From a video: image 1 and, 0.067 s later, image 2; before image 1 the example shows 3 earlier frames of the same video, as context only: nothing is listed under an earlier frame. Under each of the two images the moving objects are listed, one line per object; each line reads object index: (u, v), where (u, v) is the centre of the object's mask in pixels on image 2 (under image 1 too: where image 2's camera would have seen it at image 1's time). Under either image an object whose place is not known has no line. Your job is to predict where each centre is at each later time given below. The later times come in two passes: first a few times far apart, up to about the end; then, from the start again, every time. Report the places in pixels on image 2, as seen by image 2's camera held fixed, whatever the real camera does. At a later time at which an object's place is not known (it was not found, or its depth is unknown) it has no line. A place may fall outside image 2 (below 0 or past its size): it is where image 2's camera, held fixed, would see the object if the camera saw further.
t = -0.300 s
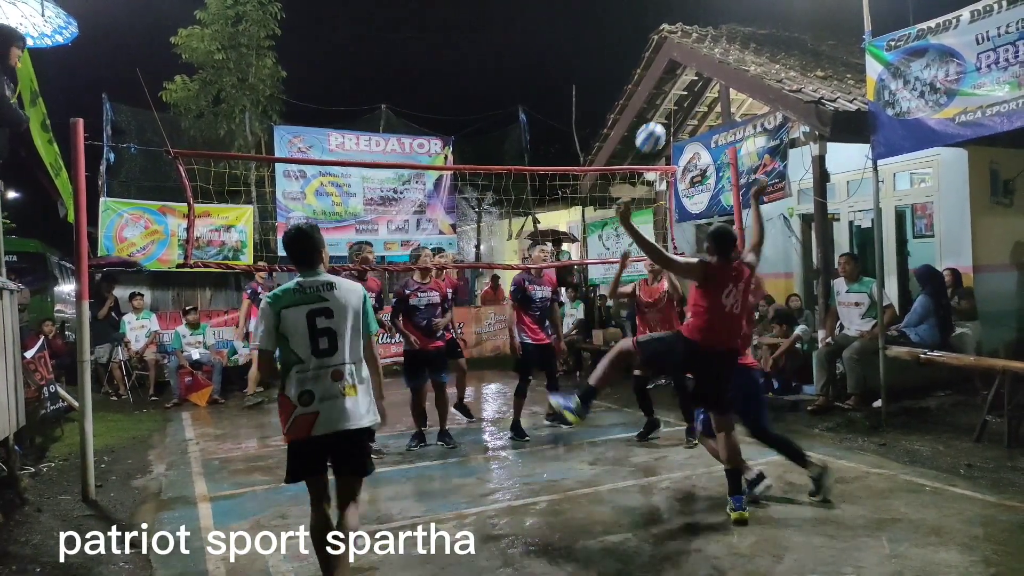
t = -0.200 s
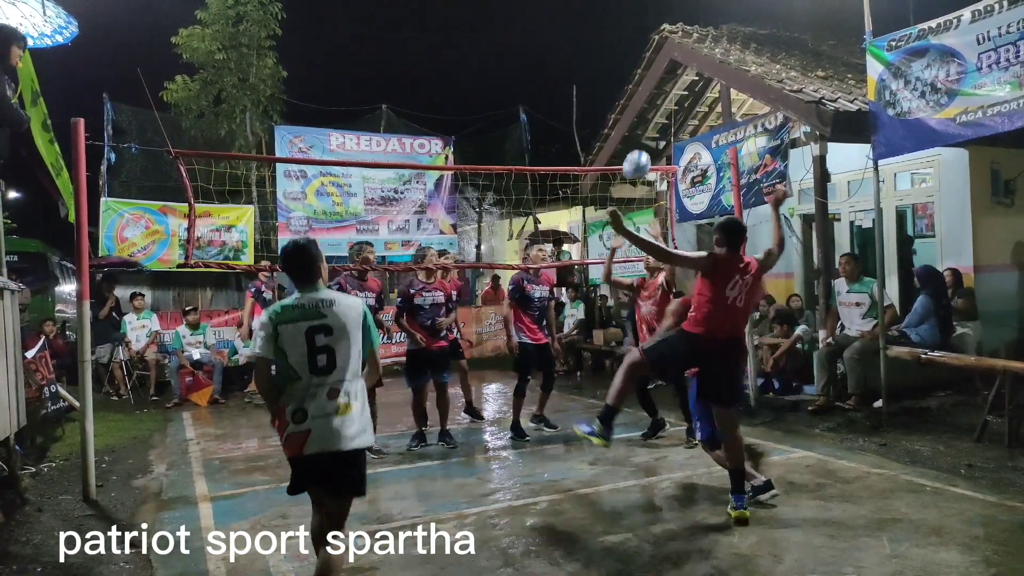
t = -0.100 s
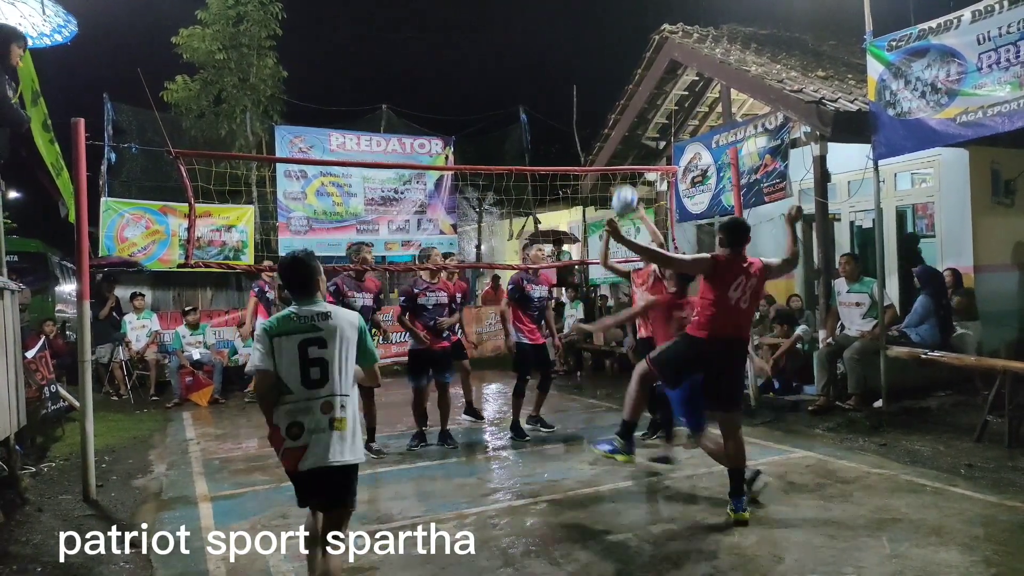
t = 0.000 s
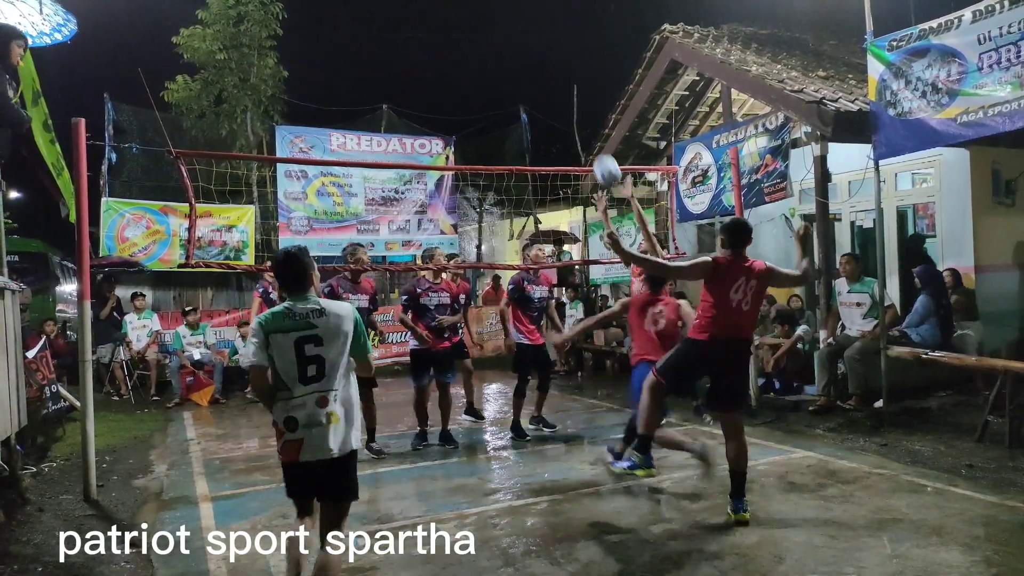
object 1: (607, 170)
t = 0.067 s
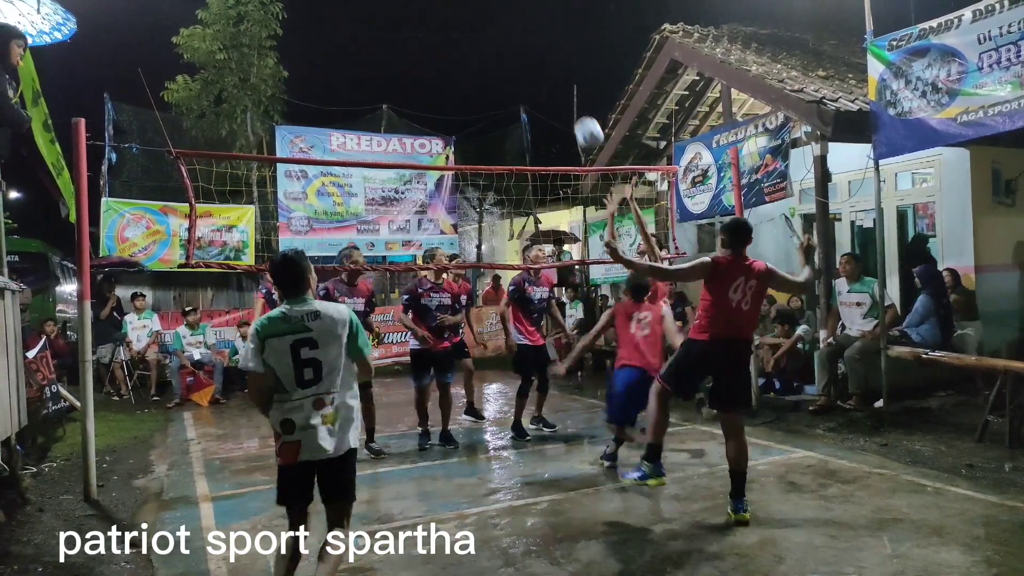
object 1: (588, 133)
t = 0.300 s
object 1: (527, 39)
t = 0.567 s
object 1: (458, 10)
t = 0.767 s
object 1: (405, 47)
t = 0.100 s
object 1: (580, 116)
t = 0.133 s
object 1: (571, 100)
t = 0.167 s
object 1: (562, 86)
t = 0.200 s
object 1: (553, 72)
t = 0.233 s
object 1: (545, 60)
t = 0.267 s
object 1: (536, 49)
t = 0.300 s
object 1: (527, 39)
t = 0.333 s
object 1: (519, 30)
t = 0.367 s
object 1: (510, 23)
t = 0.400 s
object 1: (501, 16)
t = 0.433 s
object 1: (493, 13)
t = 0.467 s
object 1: (484, 11)
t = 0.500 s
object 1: (475, 10)
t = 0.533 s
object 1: (467, 10)
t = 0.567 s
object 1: (458, 10)
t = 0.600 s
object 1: (449, 11)
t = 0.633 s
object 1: (440, 14)
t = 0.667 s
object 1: (431, 19)
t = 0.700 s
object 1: (422, 26)
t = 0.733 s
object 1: (413, 35)
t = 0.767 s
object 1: (405, 47)
